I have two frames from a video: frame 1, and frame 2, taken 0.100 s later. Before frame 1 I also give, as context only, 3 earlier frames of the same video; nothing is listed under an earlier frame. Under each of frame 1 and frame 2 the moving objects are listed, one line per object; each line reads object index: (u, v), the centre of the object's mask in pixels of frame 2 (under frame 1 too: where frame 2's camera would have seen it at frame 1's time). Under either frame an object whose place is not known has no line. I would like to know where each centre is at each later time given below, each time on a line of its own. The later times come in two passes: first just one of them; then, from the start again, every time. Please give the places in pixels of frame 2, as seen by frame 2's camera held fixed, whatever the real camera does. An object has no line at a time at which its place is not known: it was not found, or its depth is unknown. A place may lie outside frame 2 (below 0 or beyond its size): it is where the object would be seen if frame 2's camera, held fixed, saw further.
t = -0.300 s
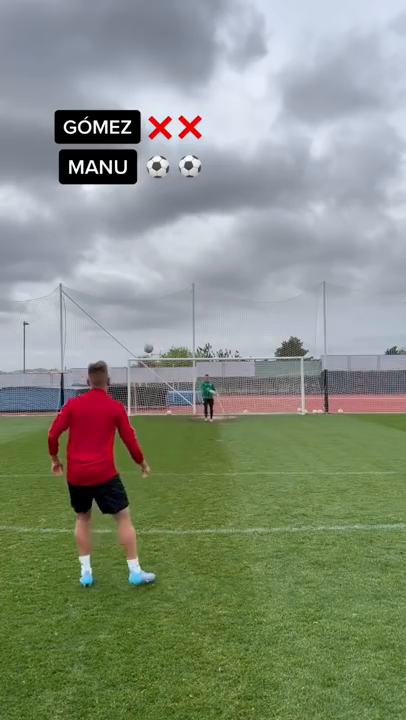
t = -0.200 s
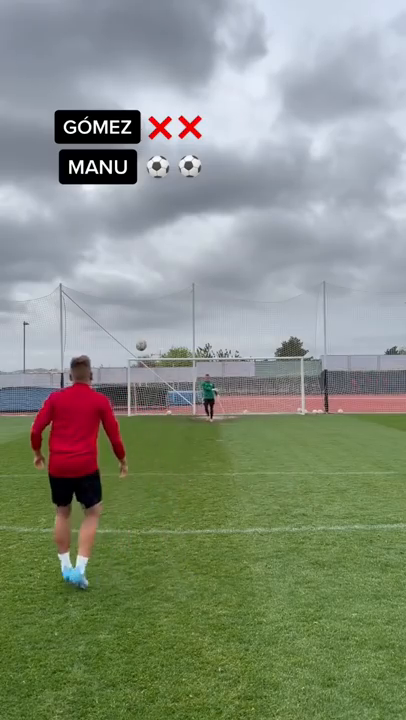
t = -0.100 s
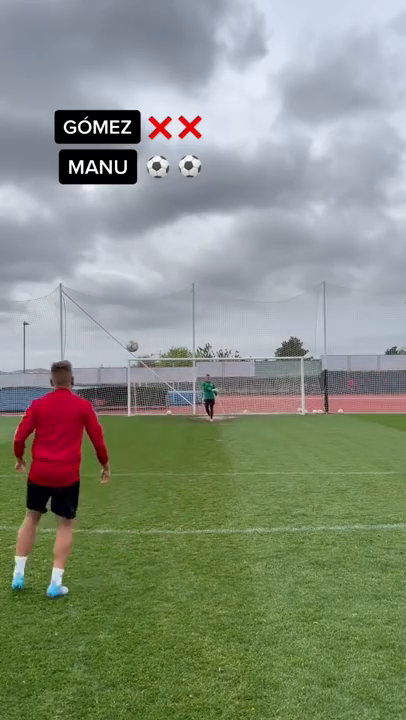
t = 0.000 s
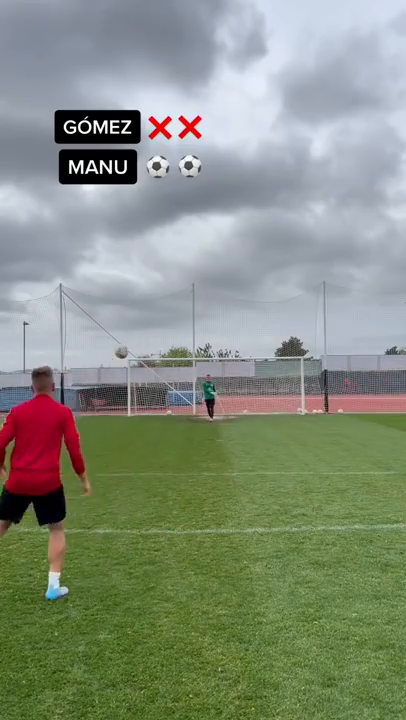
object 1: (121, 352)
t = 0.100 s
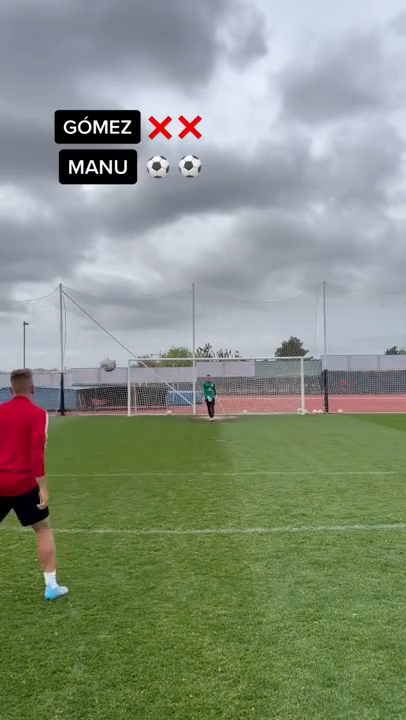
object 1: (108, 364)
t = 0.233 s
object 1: (85, 396)
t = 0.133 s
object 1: (104, 371)
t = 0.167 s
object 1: (96, 377)
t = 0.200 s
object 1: (92, 385)
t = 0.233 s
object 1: (85, 396)
